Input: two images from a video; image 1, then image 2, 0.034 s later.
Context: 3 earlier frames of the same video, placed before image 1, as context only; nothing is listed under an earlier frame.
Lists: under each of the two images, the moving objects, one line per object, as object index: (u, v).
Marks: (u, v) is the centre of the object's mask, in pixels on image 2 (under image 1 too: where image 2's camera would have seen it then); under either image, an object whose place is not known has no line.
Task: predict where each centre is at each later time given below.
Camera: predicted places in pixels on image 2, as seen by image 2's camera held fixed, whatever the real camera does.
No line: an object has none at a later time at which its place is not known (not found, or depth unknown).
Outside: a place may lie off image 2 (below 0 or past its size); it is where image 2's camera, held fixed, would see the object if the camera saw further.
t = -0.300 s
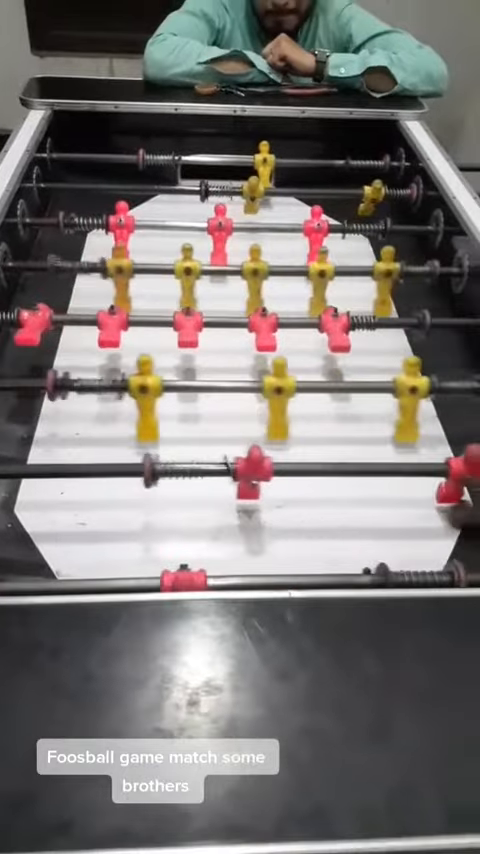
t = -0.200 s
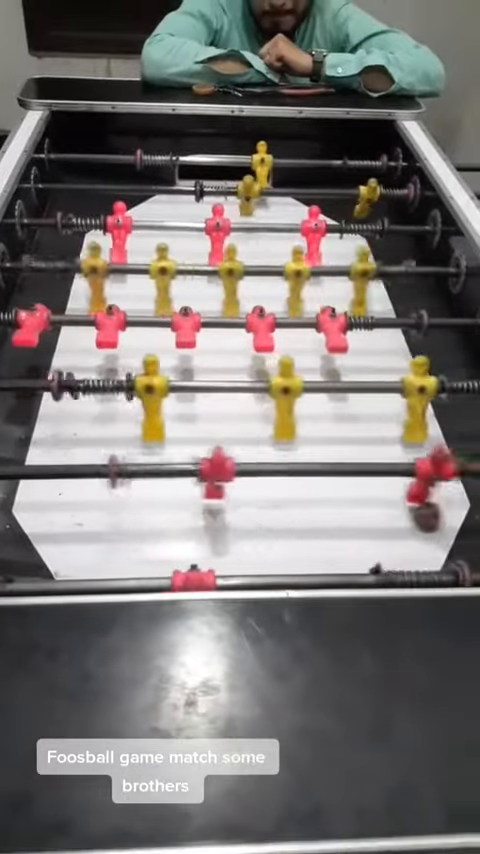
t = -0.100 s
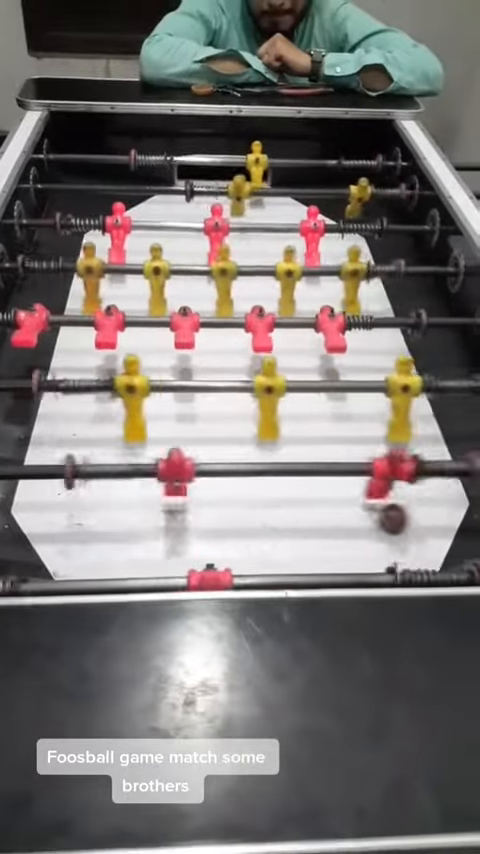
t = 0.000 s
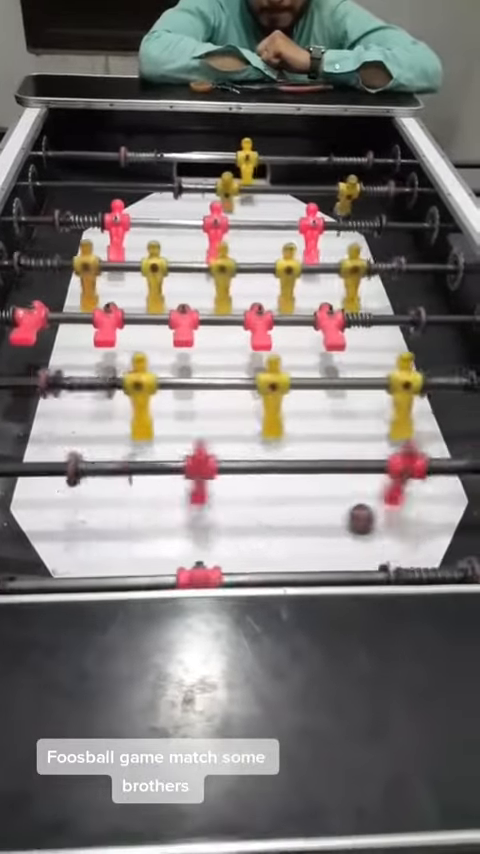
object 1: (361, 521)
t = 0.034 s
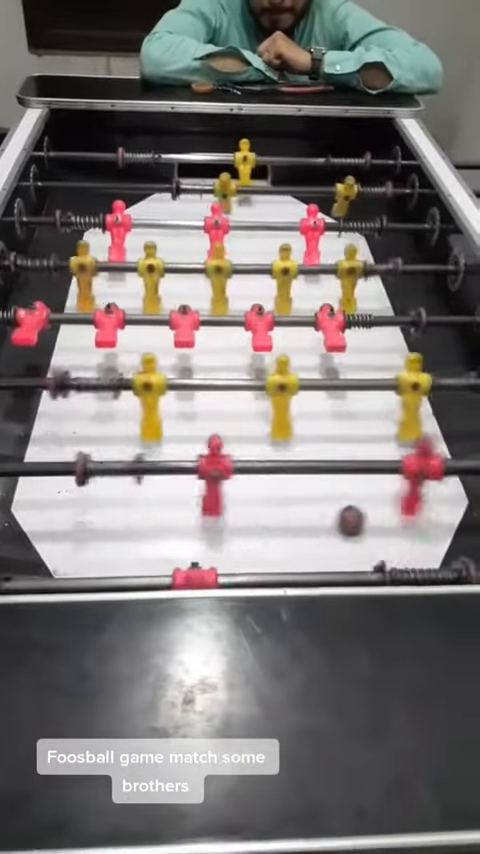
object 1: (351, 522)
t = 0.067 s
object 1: (340, 523)
